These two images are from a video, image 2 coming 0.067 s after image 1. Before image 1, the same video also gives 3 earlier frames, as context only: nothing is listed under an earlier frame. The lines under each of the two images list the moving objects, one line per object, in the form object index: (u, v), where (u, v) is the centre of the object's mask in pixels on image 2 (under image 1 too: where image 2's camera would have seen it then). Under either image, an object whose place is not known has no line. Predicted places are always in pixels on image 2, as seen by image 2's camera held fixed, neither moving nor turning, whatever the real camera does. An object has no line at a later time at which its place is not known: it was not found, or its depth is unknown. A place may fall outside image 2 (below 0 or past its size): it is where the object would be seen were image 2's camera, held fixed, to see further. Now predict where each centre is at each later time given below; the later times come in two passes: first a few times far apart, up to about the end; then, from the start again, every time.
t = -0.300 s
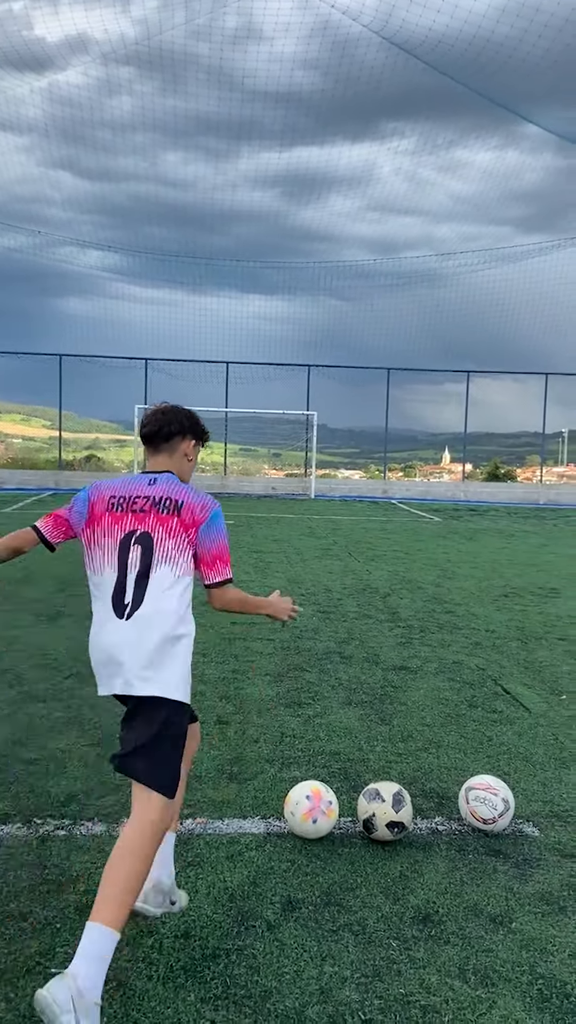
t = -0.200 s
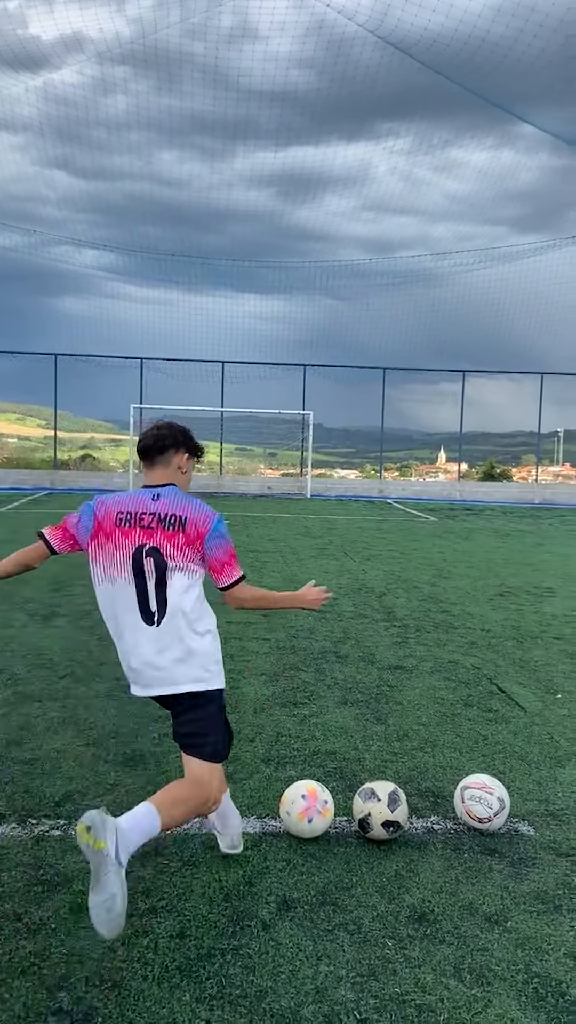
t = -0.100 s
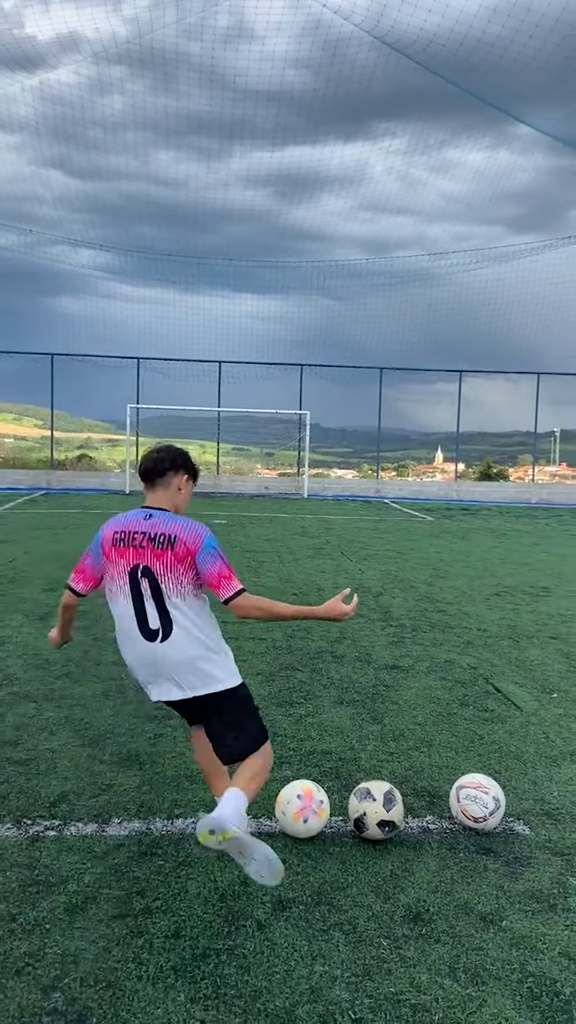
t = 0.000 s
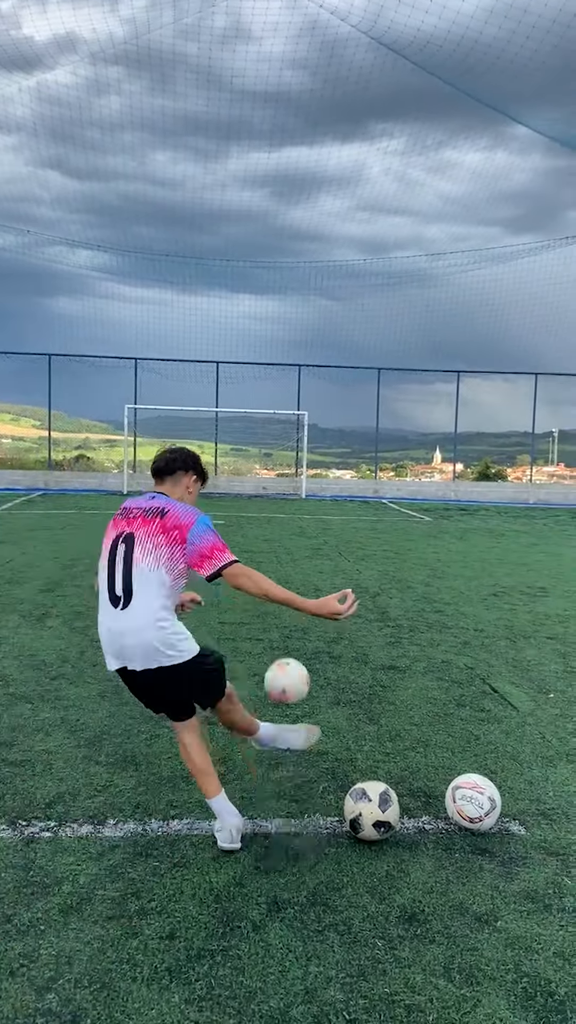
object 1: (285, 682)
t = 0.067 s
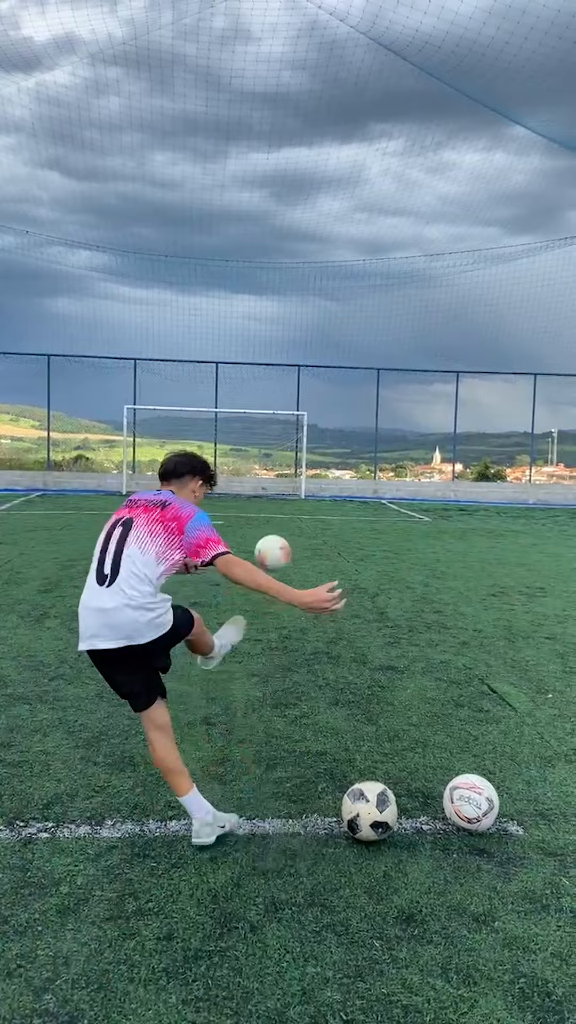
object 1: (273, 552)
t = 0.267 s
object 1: (246, 387)
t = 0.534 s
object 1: (222, 337)
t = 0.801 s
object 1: (201, 348)
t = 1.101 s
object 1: (179, 390)
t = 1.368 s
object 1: (162, 439)
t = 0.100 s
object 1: (267, 509)
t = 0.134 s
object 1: (262, 474)
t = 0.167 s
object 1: (258, 445)
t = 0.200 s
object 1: (254, 421)
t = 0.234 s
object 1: (249, 402)
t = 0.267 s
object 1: (246, 387)
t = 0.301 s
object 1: (243, 374)
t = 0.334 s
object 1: (239, 364)
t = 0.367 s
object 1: (236, 355)
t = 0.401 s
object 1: (232, 349)
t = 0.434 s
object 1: (230, 344)
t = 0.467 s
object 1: (227, 341)
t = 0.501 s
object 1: (224, 338)
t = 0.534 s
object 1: (222, 337)
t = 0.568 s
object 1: (219, 336)
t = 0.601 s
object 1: (217, 336)
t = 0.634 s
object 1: (214, 337)
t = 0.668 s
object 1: (211, 338)
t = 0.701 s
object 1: (208, 340)
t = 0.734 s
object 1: (206, 342)
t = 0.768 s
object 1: (203, 344)
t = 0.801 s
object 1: (201, 348)
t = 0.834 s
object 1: (198, 351)
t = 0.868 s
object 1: (196, 355)
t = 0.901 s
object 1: (193, 358)
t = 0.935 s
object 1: (191, 363)
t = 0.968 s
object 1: (189, 369)
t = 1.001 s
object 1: (187, 373)
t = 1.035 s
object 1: (184, 378)
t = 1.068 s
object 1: (182, 384)
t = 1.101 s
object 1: (179, 390)
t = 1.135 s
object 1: (177, 395)
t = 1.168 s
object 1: (175, 401)
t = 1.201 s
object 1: (173, 408)
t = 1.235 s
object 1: (170, 414)
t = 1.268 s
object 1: (168, 420)
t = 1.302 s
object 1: (166, 427)
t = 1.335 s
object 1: (164, 433)
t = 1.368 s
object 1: (162, 439)
